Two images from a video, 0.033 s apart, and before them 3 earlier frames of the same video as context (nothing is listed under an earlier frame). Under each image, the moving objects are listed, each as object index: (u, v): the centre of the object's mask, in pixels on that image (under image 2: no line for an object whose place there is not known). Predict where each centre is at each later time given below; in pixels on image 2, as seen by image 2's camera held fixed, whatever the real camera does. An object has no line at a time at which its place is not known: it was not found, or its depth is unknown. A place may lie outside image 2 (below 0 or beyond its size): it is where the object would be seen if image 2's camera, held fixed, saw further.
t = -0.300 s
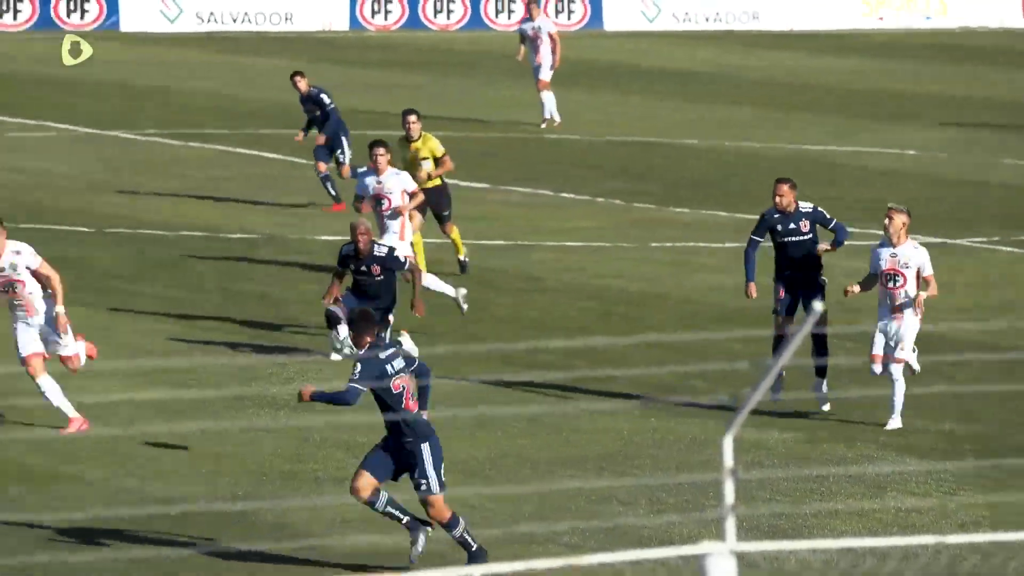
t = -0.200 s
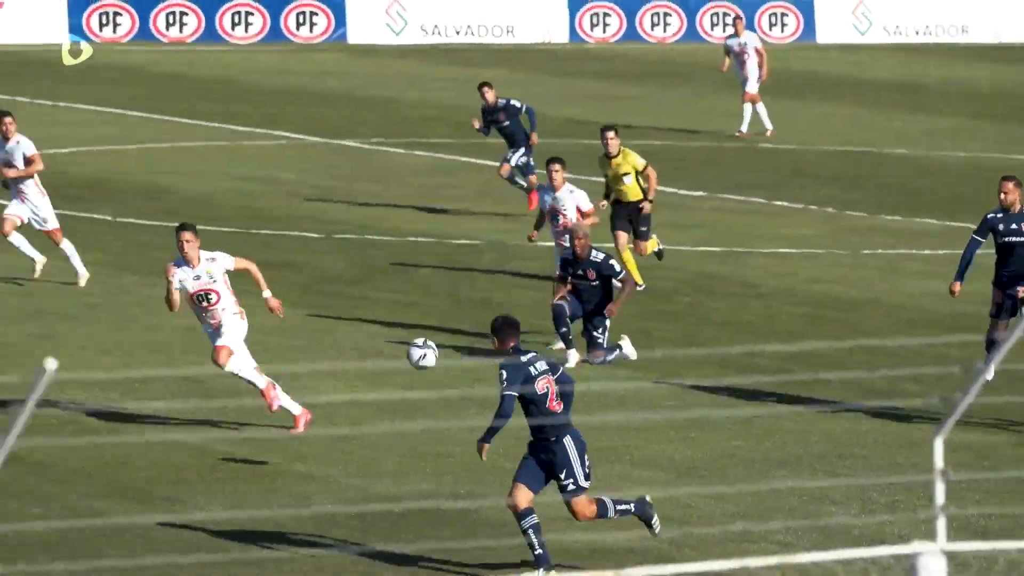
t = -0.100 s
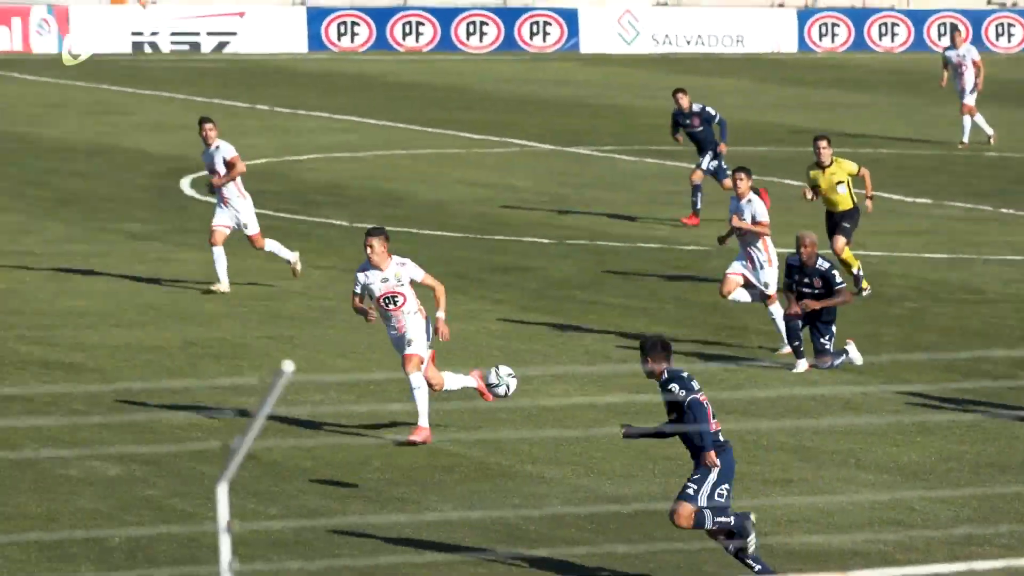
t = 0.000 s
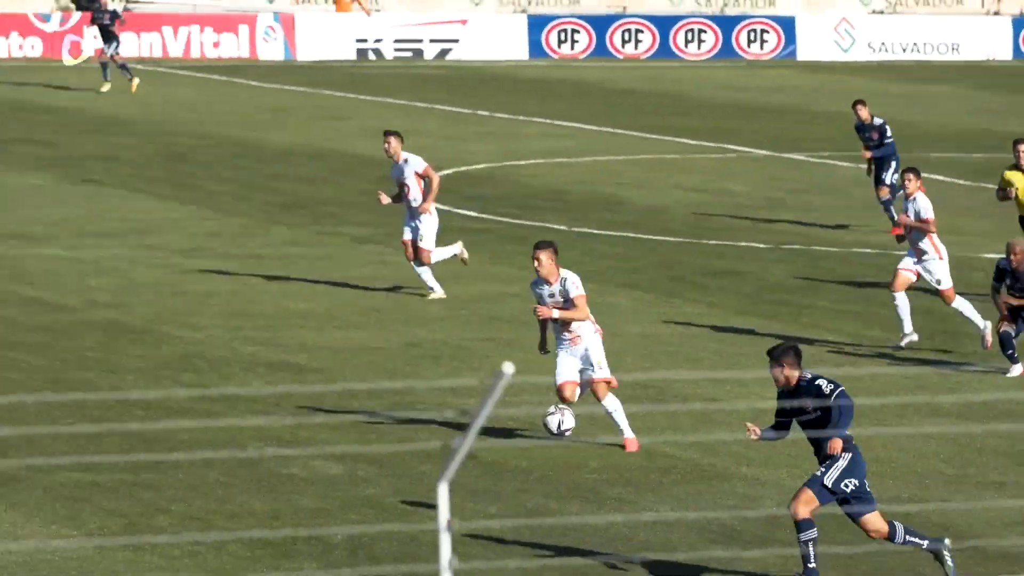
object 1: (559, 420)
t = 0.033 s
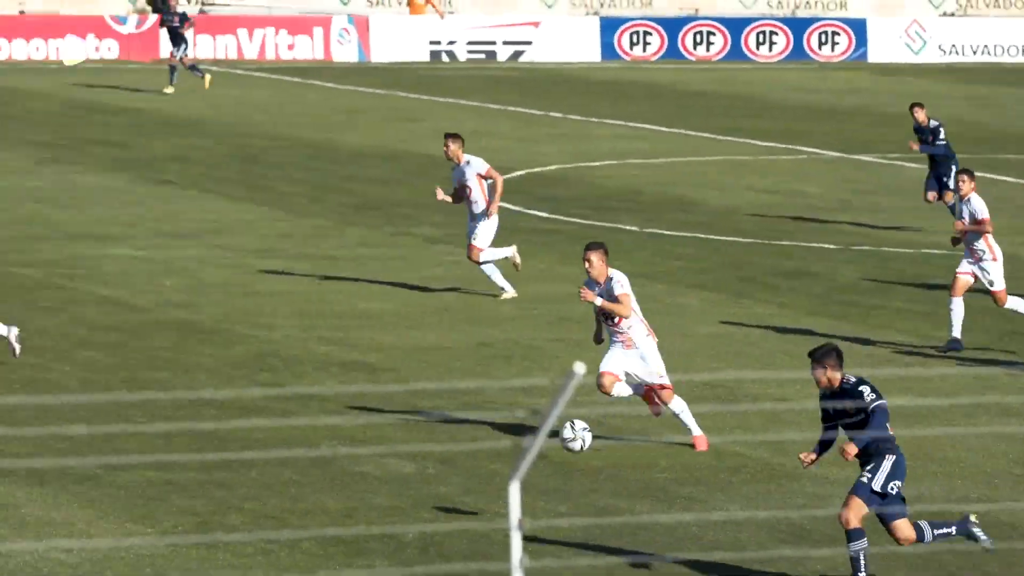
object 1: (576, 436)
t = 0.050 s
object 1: (552, 445)
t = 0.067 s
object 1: (517, 450)
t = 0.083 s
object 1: (494, 463)
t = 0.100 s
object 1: (465, 473)
